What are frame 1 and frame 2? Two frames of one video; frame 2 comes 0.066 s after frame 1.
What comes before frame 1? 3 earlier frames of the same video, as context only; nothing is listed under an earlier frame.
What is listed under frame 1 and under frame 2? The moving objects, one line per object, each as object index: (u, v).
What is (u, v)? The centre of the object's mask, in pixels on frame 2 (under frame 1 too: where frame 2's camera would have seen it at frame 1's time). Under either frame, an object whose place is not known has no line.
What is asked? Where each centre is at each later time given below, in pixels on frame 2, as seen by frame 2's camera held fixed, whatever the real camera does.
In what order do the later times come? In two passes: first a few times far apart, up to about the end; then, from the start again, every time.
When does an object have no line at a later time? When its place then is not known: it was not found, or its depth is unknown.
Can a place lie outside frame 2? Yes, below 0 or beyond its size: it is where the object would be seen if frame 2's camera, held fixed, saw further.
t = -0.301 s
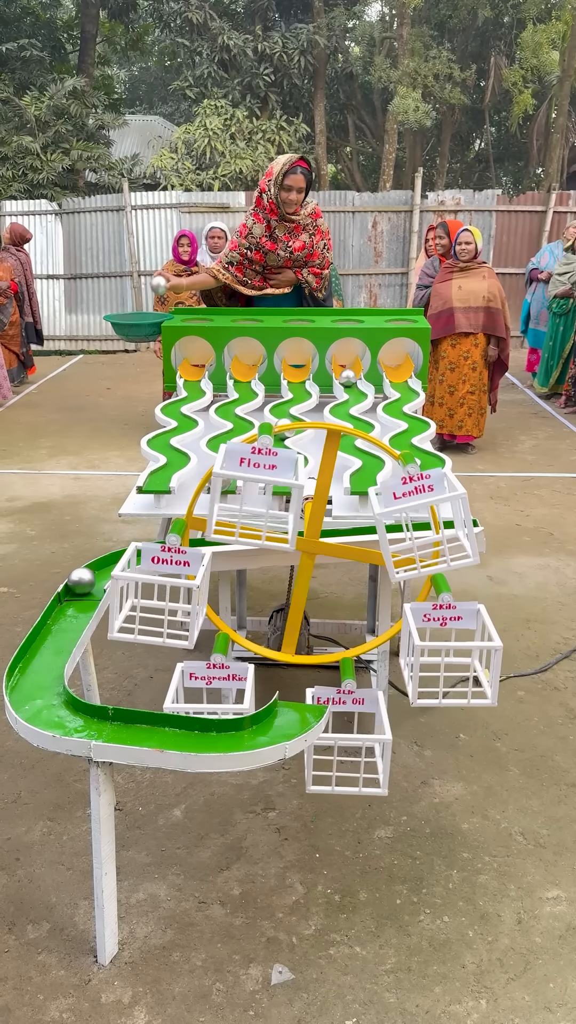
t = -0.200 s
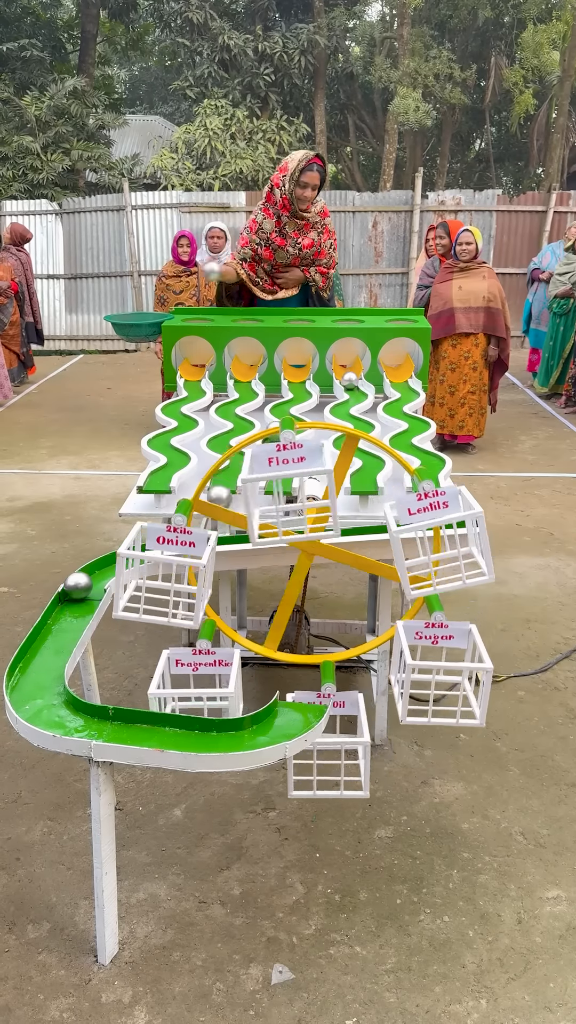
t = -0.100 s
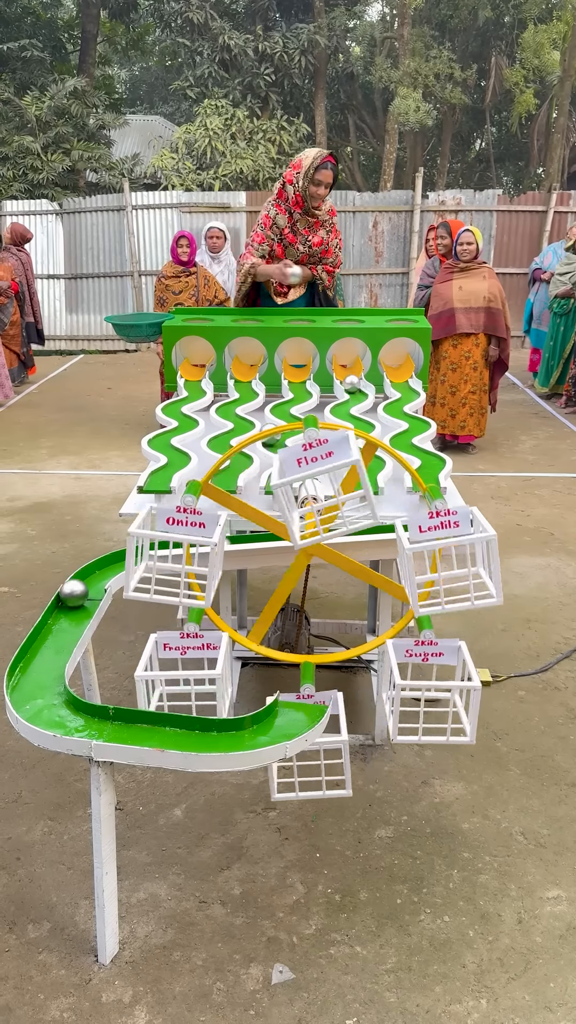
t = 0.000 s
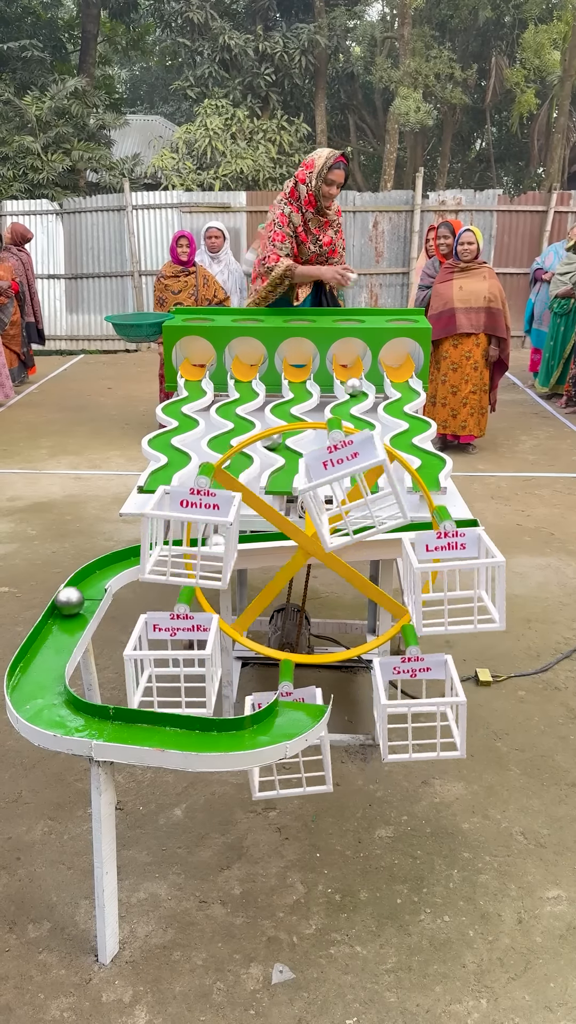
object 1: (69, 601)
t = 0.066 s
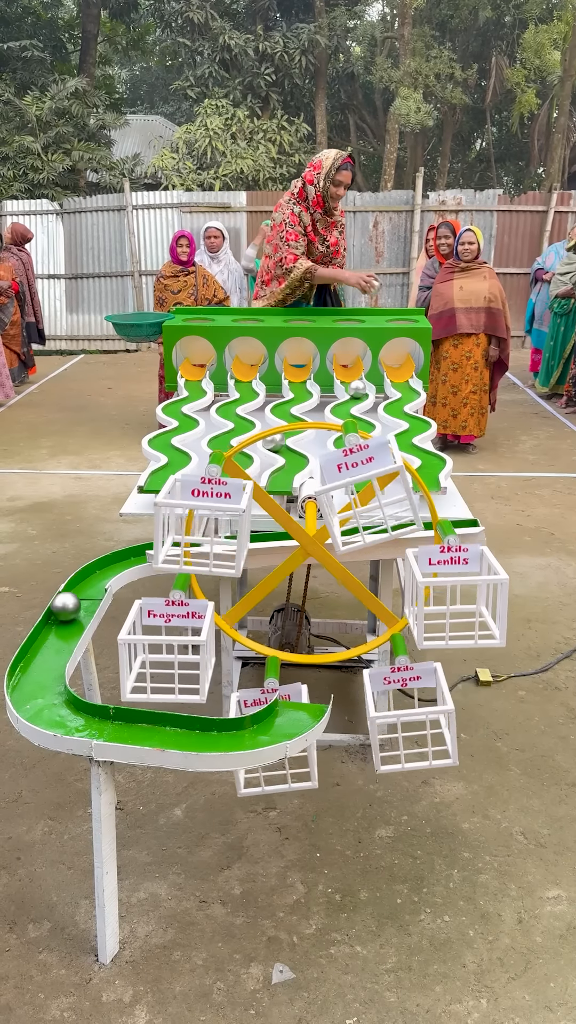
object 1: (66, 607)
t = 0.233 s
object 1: (52, 626)
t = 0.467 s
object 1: (30, 661)
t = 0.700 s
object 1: (31, 701)
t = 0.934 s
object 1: (77, 724)
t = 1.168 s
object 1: (142, 733)
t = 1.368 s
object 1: (204, 739)
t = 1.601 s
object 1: (272, 731)
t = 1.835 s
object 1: (310, 706)
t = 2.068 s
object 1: (318, 690)
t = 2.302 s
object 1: (312, 773)
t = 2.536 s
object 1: (279, 854)
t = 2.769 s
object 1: (257, 857)
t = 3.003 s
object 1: (242, 848)
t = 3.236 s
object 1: (242, 846)
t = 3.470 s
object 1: (251, 850)
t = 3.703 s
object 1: (265, 859)
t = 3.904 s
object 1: (271, 866)
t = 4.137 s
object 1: (269, 869)
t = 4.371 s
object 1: (262, 867)
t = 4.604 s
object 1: (260, 861)
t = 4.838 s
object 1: (261, 855)
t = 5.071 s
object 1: (262, 851)
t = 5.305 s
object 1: (264, 850)
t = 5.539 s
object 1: (261, 852)
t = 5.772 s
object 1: (259, 853)
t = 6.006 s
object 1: (257, 854)
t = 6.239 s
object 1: (257, 854)
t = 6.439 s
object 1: (257, 854)
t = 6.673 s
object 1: (257, 854)
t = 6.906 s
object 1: (257, 854)
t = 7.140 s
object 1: (257, 854)
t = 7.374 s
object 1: (257, 854)
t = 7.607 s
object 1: (257, 854)
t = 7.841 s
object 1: (257, 854)
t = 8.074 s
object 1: (257, 854)
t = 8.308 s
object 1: (257, 854)
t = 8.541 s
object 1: (258, 854)
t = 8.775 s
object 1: (258, 854)
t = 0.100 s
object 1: (63, 611)
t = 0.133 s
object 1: (61, 614)
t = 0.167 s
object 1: (58, 618)
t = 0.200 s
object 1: (55, 622)
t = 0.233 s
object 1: (52, 626)
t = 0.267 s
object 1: (49, 631)
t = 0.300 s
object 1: (46, 635)
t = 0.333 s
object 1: (43, 640)
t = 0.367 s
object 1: (40, 645)
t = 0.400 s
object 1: (36, 650)
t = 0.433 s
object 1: (33, 656)
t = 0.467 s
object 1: (30, 661)
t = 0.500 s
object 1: (27, 667)
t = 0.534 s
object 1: (25, 673)
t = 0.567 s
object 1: (24, 679)
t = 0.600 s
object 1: (24, 685)
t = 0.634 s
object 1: (25, 690)
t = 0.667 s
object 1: (28, 696)
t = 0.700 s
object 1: (31, 701)
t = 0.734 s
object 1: (35, 706)
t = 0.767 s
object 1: (41, 709)
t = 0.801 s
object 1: (48, 713)
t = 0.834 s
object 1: (54, 717)
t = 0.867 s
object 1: (61, 720)
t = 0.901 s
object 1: (69, 722)
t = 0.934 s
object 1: (77, 724)
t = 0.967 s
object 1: (86, 725)
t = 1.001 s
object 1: (95, 726)
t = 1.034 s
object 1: (104, 728)
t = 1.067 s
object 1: (113, 729)
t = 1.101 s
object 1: (122, 730)
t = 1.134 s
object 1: (132, 731)
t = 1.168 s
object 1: (142, 733)
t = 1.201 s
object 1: (152, 734)
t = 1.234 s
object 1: (162, 735)
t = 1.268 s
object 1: (173, 736)
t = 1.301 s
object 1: (183, 737)
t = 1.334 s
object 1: (193, 738)
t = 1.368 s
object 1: (204, 739)
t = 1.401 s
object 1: (214, 739)
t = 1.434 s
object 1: (224, 739)
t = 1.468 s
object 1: (234, 738)
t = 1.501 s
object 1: (244, 737)
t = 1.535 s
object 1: (254, 735)
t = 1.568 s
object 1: (263, 733)
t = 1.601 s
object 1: (272, 731)
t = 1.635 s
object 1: (280, 728)
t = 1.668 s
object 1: (287, 726)
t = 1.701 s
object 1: (294, 722)
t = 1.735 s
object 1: (299, 719)
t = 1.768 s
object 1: (303, 715)
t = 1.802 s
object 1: (306, 711)
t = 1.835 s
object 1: (310, 706)
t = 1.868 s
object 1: (312, 702)
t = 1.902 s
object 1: (314, 698)
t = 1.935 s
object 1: (315, 694)
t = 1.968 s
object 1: (315, 690)
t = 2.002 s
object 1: (316, 687)
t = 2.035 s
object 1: (317, 687)
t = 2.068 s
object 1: (318, 690)
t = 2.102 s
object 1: (319, 695)
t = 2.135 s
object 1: (327, 697)
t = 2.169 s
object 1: (335, 703)
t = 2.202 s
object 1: (338, 714)
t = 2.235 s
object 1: (331, 733)
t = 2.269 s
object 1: (322, 750)
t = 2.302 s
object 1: (312, 773)
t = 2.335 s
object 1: (304, 800)
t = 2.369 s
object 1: (296, 829)
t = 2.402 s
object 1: (287, 863)
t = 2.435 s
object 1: (285, 857)
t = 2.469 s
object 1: (283, 852)
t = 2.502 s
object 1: (281, 851)
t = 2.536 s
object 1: (279, 854)
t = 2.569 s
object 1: (277, 860)
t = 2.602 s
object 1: (274, 859)
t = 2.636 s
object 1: (270, 860)
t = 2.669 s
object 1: (267, 859)
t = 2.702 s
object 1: (263, 859)
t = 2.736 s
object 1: (260, 858)
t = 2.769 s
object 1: (257, 857)
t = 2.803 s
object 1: (254, 856)
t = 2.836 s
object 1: (252, 855)
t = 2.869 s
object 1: (250, 854)
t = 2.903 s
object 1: (247, 853)
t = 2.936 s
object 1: (246, 851)
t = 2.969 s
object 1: (244, 849)
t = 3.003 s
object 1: (242, 848)
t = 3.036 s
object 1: (242, 847)
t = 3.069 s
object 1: (241, 846)
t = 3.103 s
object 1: (241, 846)
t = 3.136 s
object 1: (241, 846)
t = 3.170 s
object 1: (241, 846)
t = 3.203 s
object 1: (241, 845)
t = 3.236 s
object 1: (242, 846)
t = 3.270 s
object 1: (242, 846)
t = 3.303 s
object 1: (243, 846)
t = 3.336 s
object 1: (245, 847)
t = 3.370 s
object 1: (247, 848)
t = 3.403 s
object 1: (248, 849)
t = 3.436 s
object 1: (250, 850)
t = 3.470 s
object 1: (251, 850)
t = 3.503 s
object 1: (254, 851)
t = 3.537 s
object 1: (257, 852)
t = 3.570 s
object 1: (257, 854)
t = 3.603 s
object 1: (259, 855)
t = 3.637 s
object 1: (262, 856)
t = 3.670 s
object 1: (264, 858)
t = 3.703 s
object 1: (265, 859)
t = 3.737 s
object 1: (266, 860)
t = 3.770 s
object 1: (267, 861)
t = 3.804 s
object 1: (268, 862)
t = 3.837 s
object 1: (269, 863)
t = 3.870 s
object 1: (270, 864)
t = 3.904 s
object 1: (271, 866)
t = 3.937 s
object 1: (272, 867)
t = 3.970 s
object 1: (272, 867)
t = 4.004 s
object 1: (272, 868)
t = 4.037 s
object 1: (271, 868)
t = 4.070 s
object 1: (270, 869)
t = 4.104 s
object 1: (270, 869)
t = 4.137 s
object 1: (269, 869)
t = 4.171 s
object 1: (268, 869)
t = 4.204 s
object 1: (266, 869)
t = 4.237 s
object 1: (265, 868)
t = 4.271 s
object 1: (264, 868)
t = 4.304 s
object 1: (263, 868)
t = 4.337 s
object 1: (262, 867)
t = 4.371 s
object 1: (262, 867)
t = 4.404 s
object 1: (261, 867)
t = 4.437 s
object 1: (261, 866)
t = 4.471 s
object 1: (261, 865)
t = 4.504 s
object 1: (261, 864)
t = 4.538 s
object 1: (261, 863)
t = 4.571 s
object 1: (261, 862)
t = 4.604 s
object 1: (260, 861)
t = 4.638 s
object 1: (260, 861)
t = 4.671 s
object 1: (260, 859)
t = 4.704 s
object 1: (261, 859)
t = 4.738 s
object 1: (261, 858)
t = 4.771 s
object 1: (261, 857)
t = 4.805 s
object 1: (261, 856)
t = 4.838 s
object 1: (261, 855)
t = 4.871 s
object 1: (261, 854)
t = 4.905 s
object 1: (261, 853)
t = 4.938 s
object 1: (261, 852)
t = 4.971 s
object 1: (261, 852)
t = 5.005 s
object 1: (261, 851)
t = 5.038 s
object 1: (261, 851)
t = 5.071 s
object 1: (262, 851)
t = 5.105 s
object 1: (263, 850)
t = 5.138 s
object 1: (264, 850)
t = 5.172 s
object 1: (264, 850)
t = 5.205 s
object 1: (264, 850)
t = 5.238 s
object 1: (264, 850)
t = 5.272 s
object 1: (264, 850)
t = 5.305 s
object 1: (264, 850)
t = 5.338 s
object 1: (264, 850)
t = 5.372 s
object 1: (263, 850)
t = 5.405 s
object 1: (263, 850)
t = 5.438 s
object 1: (262, 851)
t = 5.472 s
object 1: (262, 851)
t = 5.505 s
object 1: (261, 851)
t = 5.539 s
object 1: (261, 852)
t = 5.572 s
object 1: (261, 852)
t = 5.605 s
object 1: (261, 853)
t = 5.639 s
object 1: (261, 853)
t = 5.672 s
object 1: (260, 853)
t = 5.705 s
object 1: (260, 853)
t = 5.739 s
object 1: (259, 853)
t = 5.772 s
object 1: (259, 853)
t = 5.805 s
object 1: (258, 853)
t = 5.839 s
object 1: (258, 854)
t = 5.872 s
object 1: (257, 854)
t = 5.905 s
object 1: (257, 854)
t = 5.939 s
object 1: (257, 854)
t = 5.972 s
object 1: (257, 854)
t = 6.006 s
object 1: (257, 854)
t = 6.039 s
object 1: (257, 854)
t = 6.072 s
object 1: (257, 854)
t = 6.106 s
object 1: (257, 854)
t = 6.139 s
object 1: (257, 854)
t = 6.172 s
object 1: (257, 854)
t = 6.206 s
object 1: (257, 854)
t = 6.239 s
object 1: (257, 854)
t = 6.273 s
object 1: (257, 854)
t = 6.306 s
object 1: (257, 854)
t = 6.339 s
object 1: (257, 854)
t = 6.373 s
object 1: (257, 854)
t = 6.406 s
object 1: (257, 854)
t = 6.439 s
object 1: (257, 854)
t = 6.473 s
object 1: (257, 854)
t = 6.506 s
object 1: (257, 854)
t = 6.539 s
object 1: (257, 854)
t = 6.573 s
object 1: (257, 854)
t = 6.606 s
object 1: (257, 854)
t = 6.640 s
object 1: (257, 854)
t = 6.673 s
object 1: (257, 854)
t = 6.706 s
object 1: (257, 854)
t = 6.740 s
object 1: (257, 854)
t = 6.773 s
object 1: (257, 854)
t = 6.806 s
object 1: (257, 854)
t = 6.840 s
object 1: (257, 854)
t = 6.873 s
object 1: (257, 854)
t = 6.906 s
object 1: (257, 854)
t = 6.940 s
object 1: (257, 854)
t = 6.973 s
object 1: (257, 854)
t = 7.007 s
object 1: (257, 854)
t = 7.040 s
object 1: (257, 854)
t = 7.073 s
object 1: (257, 854)
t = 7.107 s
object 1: (257, 854)
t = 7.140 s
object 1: (257, 854)
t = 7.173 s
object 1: (257, 854)
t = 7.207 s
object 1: (257, 854)
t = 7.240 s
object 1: (257, 854)
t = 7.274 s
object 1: (257, 854)
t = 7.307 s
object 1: (257, 854)
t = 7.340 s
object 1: (257, 854)
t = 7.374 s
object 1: (257, 854)
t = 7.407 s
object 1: (257, 854)
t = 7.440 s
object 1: (257, 854)
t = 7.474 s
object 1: (257, 854)
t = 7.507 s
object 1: (257, 854)
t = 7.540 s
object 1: (257, 854)
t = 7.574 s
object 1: (257, 854)
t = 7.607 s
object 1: (257, 854)
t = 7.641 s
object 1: (257, 854)
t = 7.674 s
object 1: (257, 854)
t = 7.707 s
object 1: (257, 854)
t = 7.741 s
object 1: (257, 854)
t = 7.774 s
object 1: (257, 854)
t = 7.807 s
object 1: (257, 854)
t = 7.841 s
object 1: (257, 854)
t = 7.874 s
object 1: (257, 854)
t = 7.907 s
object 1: (257, 854)
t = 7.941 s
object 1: (257, 854)
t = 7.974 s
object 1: (257, 854)
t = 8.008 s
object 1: (257, 854)
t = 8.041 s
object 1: (257, 854)
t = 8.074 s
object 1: (257, 854)
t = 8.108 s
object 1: (257, 854)
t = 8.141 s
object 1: (257, 854)
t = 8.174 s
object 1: (257, 854)
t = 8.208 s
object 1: (257, 854)
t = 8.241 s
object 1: (257, 854)
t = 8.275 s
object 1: (257, 854)
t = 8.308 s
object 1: (257, 854)
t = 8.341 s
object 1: (258, 854)
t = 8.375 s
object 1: (257, 854)
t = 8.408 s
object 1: (257, 854)
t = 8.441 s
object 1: (258, 854)
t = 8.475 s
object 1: (257, 854)
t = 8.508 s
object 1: (258, 854)
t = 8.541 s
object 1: (258, 854)
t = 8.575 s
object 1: (257, 854)
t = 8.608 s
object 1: (257, 854)
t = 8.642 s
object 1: (258, 854)
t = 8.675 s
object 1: (258, 854)
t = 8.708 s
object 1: (258, 854)
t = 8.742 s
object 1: (258, 854)
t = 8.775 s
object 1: (258, 854)
